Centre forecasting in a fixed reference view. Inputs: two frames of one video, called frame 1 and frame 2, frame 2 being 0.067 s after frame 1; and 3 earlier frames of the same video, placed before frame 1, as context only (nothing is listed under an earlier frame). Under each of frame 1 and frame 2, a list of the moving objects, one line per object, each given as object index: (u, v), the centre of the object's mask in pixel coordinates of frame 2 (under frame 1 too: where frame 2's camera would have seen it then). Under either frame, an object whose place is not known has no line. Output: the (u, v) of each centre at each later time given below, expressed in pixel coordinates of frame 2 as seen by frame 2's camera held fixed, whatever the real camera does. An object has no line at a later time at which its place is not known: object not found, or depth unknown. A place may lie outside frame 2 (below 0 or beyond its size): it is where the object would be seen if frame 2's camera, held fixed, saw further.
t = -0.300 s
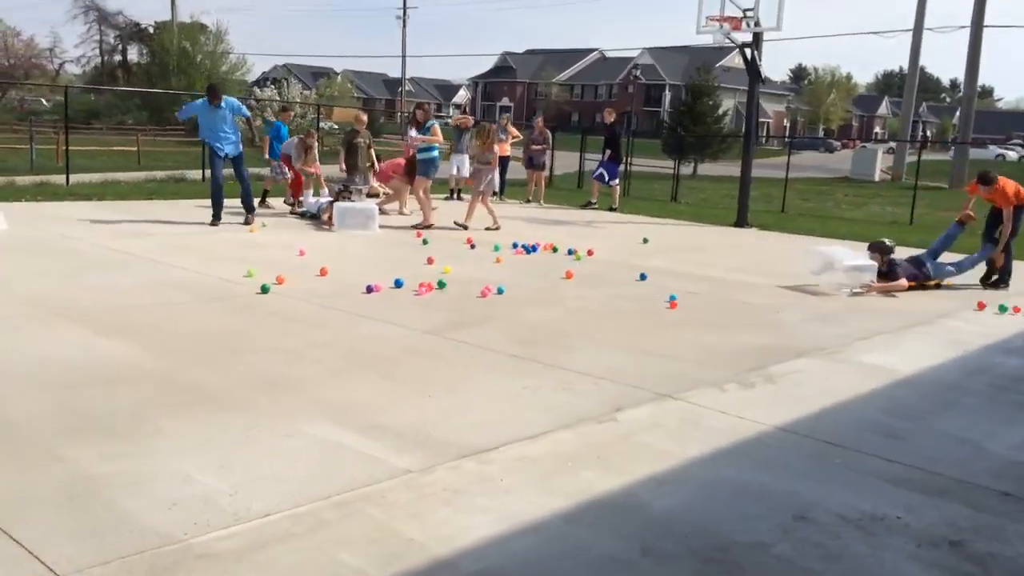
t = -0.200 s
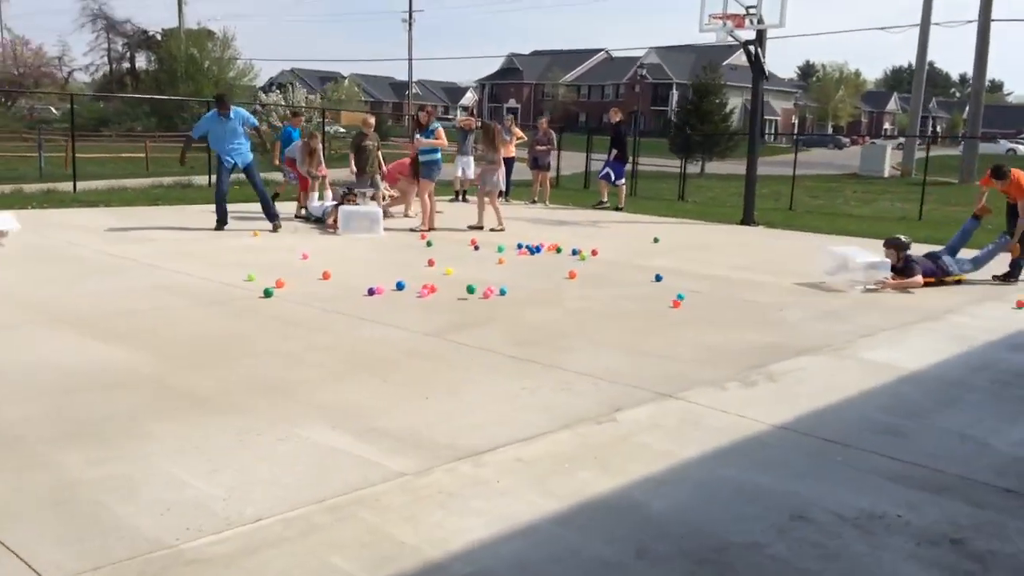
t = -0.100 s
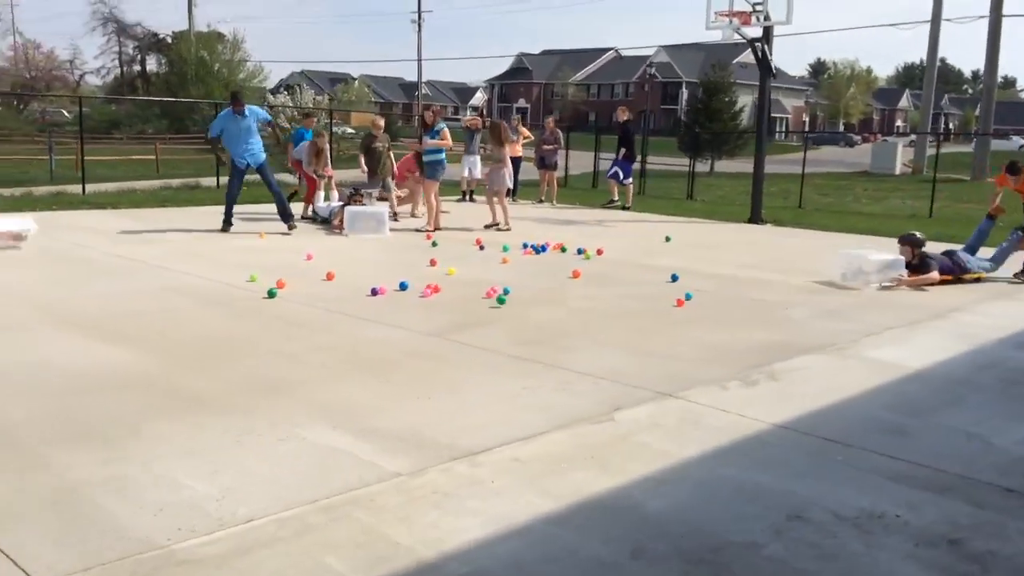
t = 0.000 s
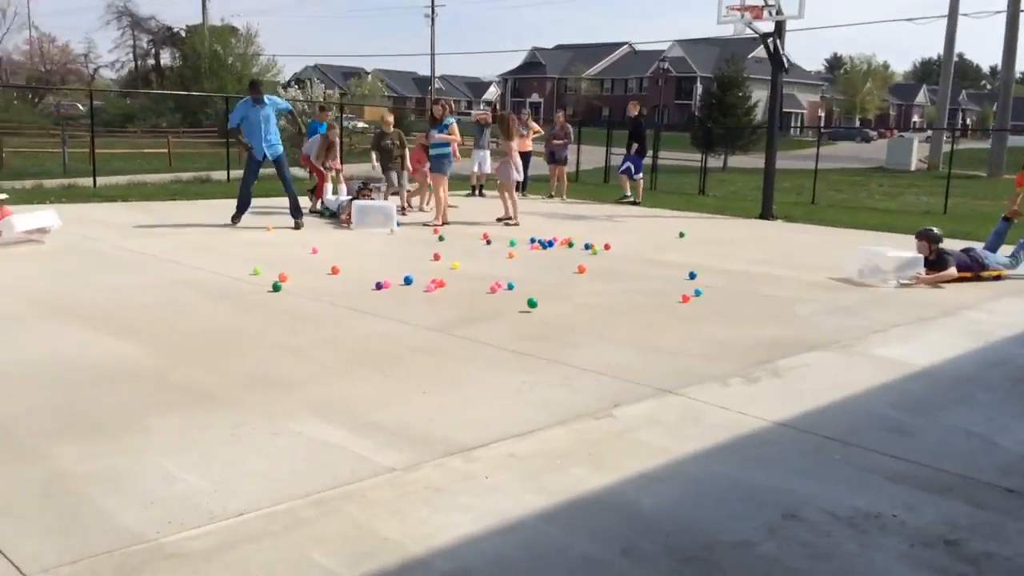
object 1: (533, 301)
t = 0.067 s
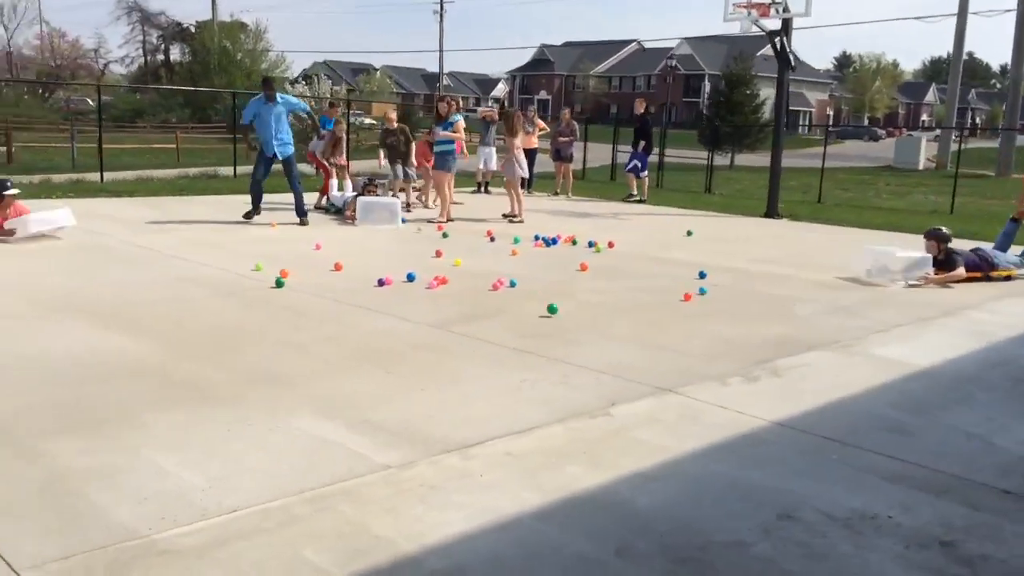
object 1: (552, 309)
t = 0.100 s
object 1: (561, 311)
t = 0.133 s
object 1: (572, 314)
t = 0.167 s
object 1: (581, 319)
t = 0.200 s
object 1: (590, 326)
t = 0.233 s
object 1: (601, 328)
